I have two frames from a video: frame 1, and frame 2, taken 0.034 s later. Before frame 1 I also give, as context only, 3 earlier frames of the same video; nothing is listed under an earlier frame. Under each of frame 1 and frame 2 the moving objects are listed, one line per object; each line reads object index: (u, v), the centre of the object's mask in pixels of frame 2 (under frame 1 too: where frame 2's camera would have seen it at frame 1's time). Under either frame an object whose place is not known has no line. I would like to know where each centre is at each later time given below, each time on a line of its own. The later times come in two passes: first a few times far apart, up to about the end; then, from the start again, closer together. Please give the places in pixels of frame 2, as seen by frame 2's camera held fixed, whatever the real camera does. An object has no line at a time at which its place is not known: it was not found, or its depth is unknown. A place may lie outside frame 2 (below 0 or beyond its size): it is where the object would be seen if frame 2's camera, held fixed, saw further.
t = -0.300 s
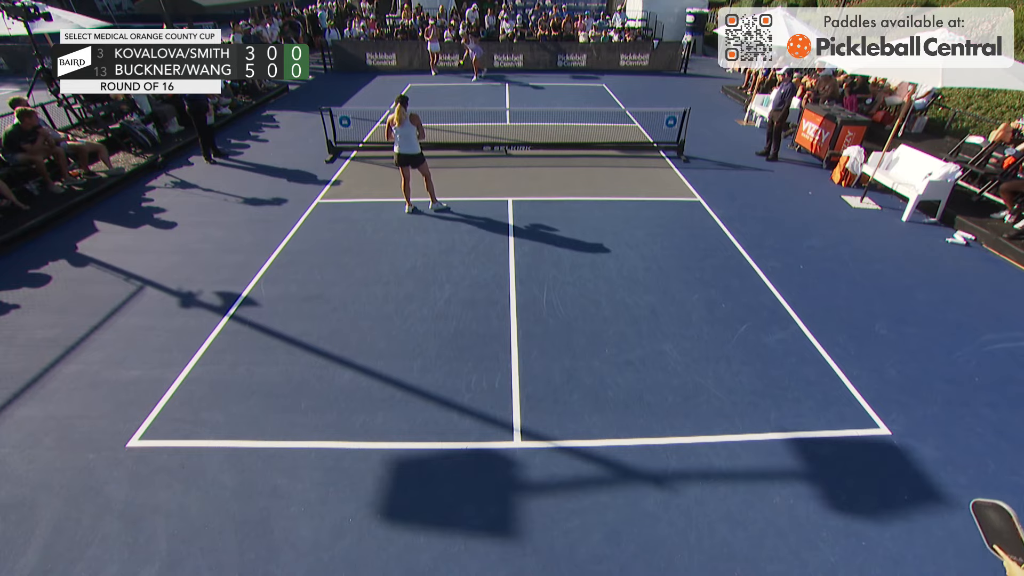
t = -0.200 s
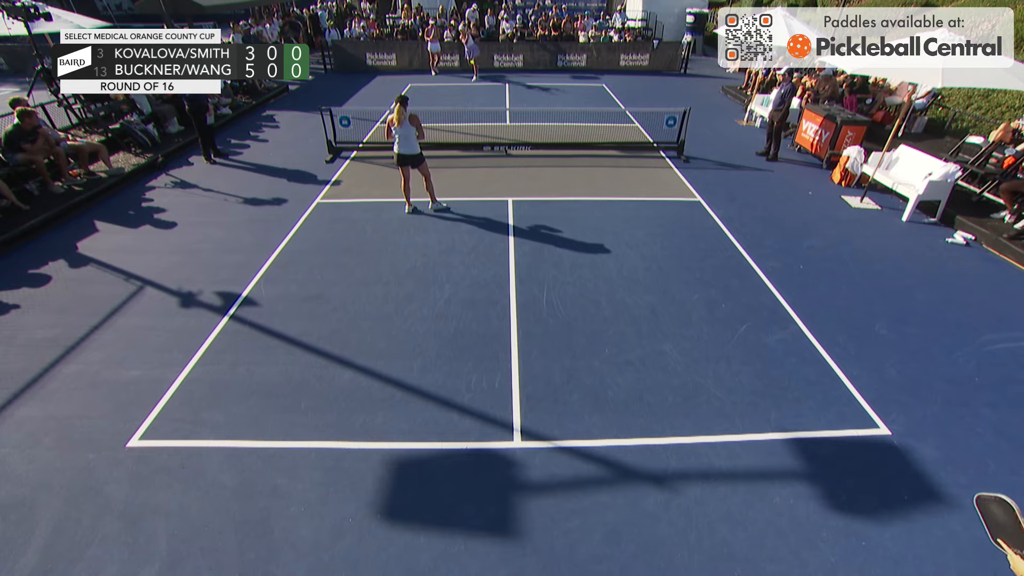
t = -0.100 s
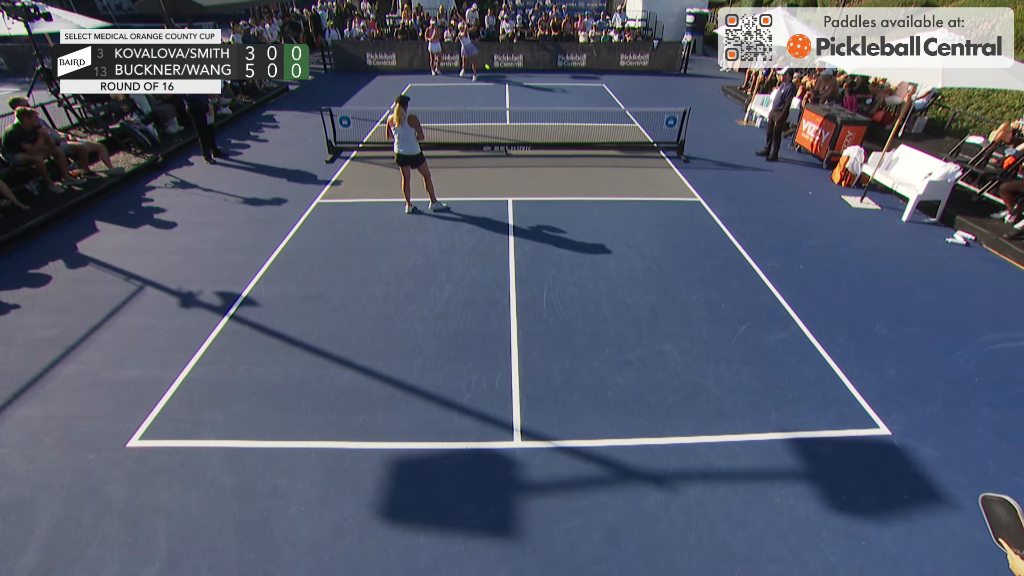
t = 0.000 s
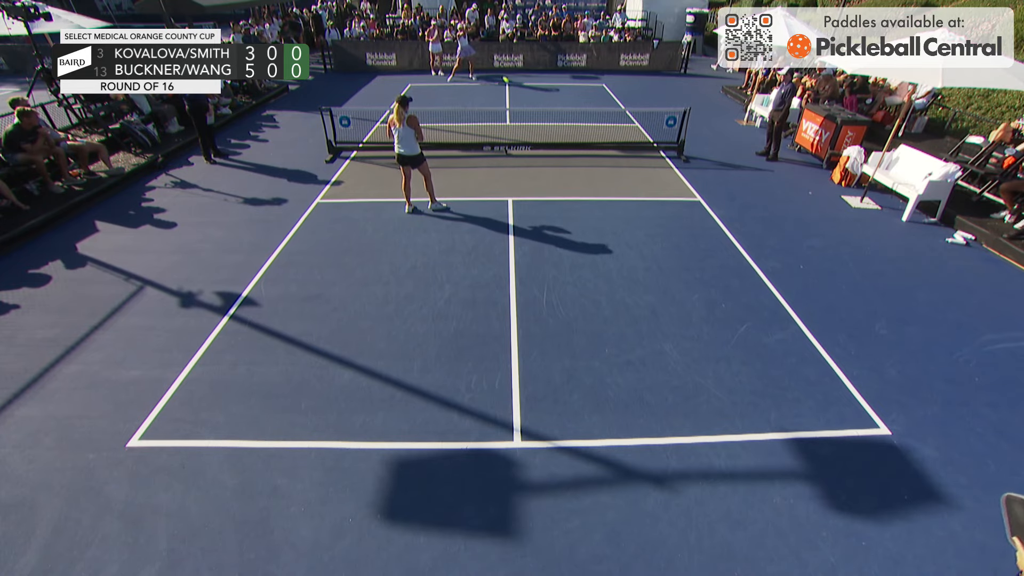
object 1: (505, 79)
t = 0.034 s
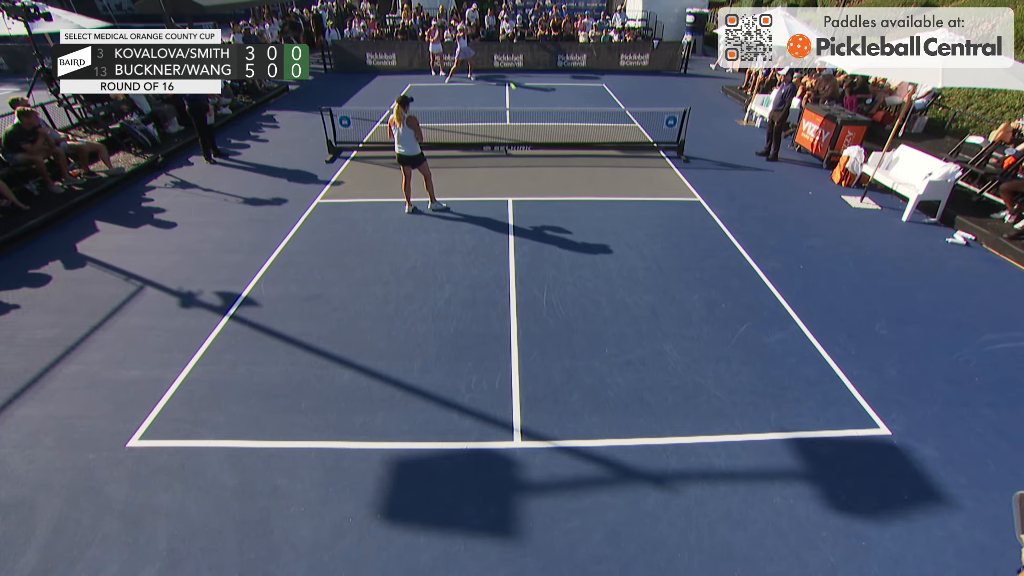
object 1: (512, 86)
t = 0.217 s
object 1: (561, 148)
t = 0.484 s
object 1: (664, 260)
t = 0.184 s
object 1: (551, 133)
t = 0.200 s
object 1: (556, 141)
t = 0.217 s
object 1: (561, 148)
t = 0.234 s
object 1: (567, 157)
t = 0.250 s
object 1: (572, 165)
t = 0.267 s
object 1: (578, 175)
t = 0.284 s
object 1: (584, 185)
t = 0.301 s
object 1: (590, 196)
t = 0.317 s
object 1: (596, 207)
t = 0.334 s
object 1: (603, 219)
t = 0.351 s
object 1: (609, 232)
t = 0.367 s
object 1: (616, 242)
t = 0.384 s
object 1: (622, 244)
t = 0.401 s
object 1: (628, 246)
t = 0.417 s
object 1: (635, 248)
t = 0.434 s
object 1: (642, 250)
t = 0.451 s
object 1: (649, 253)
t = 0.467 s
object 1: (657, 257)
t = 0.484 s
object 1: (664, 260)
